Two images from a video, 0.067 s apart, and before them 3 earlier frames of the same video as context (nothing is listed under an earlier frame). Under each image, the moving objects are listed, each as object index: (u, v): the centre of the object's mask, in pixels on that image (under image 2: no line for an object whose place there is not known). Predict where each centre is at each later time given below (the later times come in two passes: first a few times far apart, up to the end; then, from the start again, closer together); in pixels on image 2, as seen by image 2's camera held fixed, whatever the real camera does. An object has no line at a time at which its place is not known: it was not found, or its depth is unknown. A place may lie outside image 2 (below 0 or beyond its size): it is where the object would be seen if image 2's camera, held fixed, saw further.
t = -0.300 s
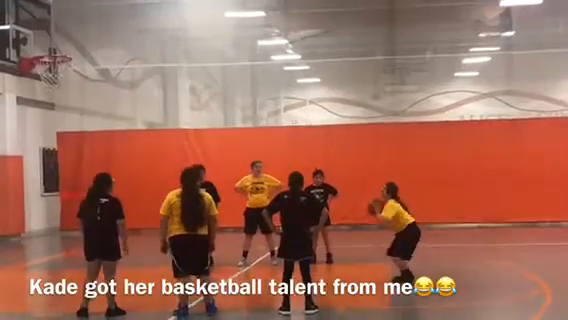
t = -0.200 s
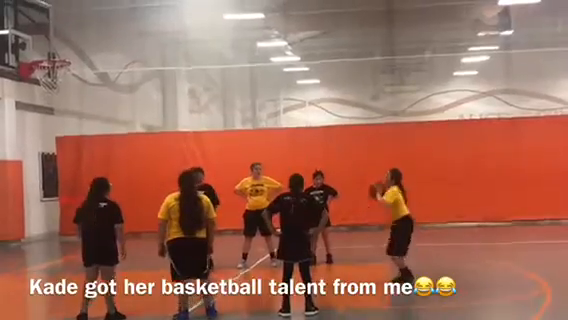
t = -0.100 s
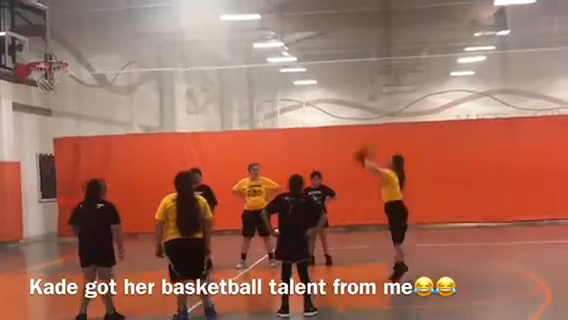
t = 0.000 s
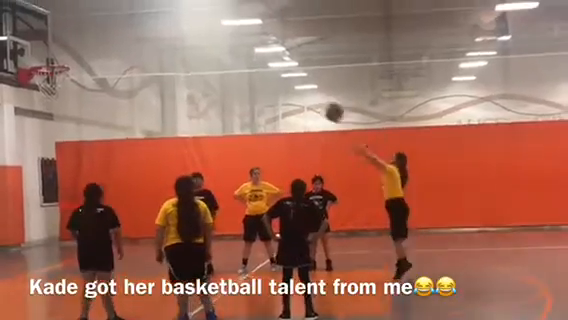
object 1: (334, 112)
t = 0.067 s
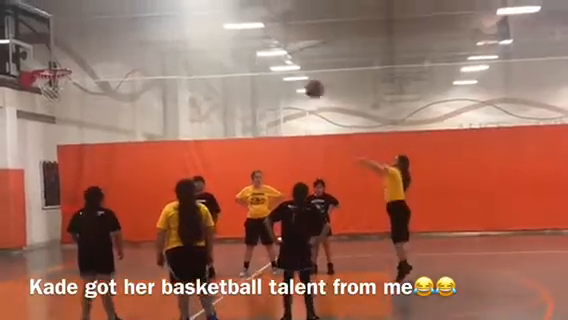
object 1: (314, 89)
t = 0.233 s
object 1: (261, 35)
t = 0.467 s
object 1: (188, -4)
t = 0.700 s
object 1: (122, -2)
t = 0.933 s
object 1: (58, 45)
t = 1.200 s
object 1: (39, 45)
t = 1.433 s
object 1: (71, 51)
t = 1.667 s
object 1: (101, 98)
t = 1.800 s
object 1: (118, 138)
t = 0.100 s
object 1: (303, 76)
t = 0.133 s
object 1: (292, 64)
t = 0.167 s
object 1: (282, 54)
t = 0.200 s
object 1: (271, 43)
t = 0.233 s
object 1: (261, 35)
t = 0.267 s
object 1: (250, 27)
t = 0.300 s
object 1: (240, 19)
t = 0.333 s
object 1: (229, 13)
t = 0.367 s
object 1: (219, 7)
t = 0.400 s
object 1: (209, 3)
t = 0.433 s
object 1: (198, -1)
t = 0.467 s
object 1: (188, -4)
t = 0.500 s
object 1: (179, -5)
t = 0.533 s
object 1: (170, -6)
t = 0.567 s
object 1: (162, -6)
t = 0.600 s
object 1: (150, -5)
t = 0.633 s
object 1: (140, -4)
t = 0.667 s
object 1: (130, -3)
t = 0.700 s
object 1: (122, -2)
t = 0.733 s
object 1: (113, 5)
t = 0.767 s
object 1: (103, 8)
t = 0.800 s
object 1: (94, 13)
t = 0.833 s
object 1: (84, 19)
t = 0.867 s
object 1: (75, 27)
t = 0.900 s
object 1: (66, 37)
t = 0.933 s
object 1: (58, 45)
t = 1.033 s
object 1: (42, 56)
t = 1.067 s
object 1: (41, 53)
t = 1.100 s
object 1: (40, 49)
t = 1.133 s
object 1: (40, 47)
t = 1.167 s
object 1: (38, 46)
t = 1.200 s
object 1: (39, 45)
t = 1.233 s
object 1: (43, 44)
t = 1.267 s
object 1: (49, 43)
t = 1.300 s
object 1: (55, 43)
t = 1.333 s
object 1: (57, 44)
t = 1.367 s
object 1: (63, 46)
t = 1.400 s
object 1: (66, 49)
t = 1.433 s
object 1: (71, 51)
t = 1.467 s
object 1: (74, 56)
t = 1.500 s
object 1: (80, 61)
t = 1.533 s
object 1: (84, 67)
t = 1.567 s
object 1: (89, 73)
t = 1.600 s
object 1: (93, 81)
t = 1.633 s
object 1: (97, 89)
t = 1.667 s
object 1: (101, 98)
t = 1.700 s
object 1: (105, 107)
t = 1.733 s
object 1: (110, 117)
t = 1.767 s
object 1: (114, 127)
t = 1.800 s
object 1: (118, 138)
